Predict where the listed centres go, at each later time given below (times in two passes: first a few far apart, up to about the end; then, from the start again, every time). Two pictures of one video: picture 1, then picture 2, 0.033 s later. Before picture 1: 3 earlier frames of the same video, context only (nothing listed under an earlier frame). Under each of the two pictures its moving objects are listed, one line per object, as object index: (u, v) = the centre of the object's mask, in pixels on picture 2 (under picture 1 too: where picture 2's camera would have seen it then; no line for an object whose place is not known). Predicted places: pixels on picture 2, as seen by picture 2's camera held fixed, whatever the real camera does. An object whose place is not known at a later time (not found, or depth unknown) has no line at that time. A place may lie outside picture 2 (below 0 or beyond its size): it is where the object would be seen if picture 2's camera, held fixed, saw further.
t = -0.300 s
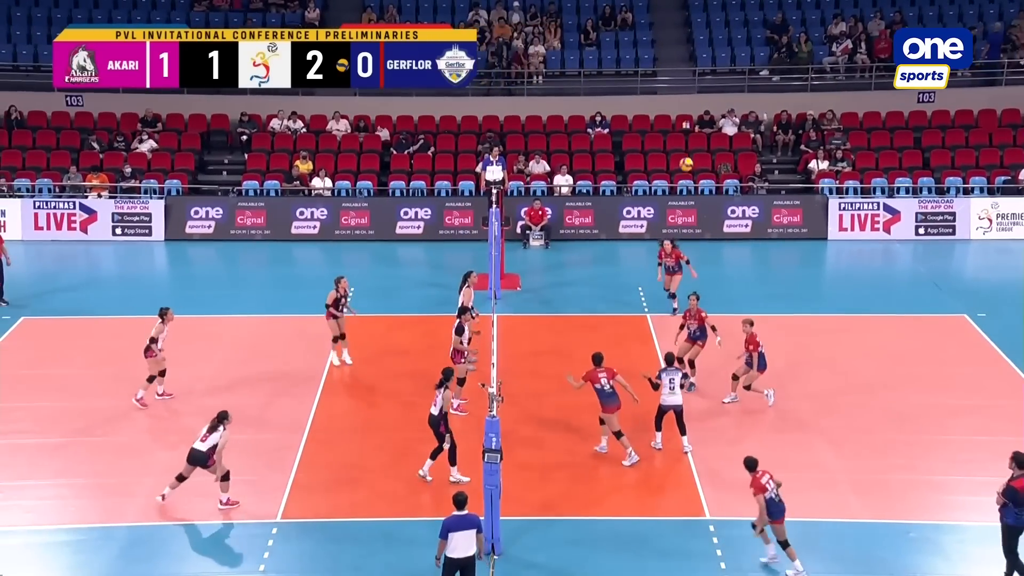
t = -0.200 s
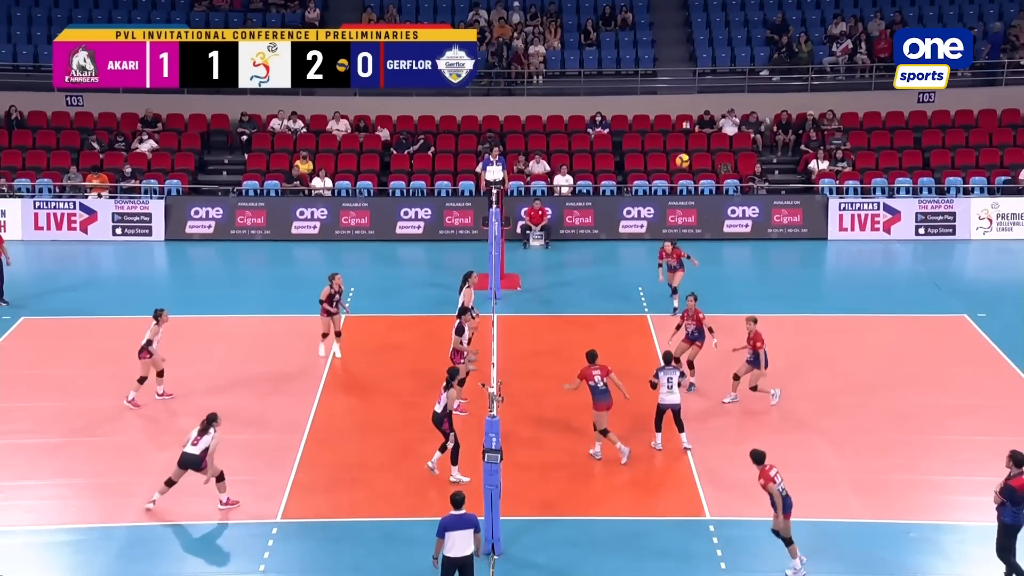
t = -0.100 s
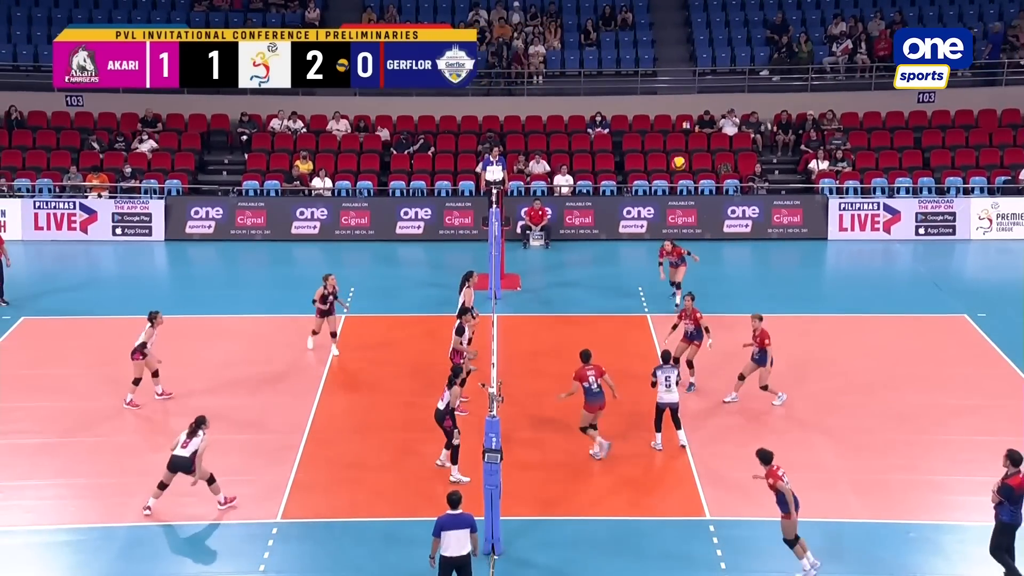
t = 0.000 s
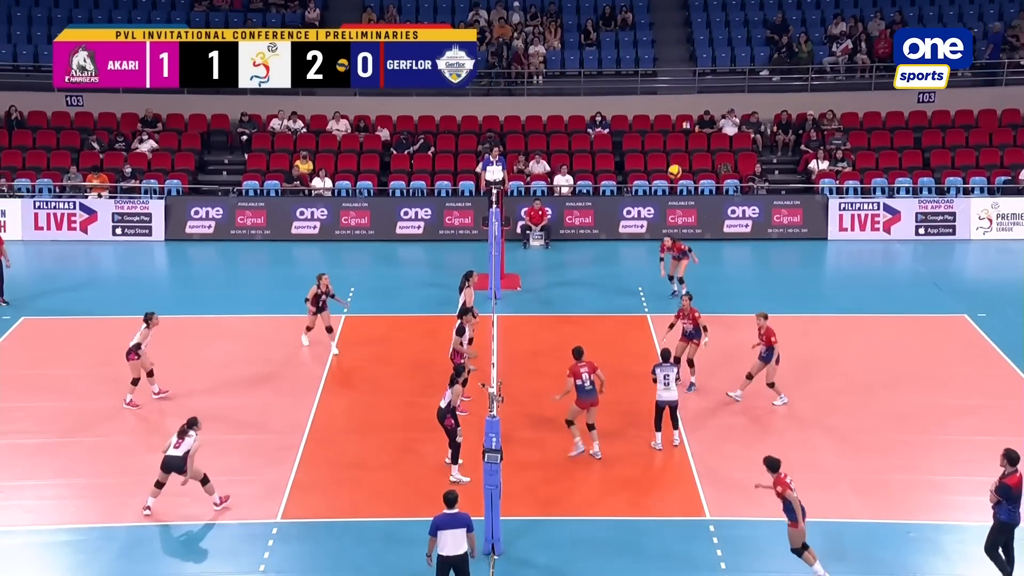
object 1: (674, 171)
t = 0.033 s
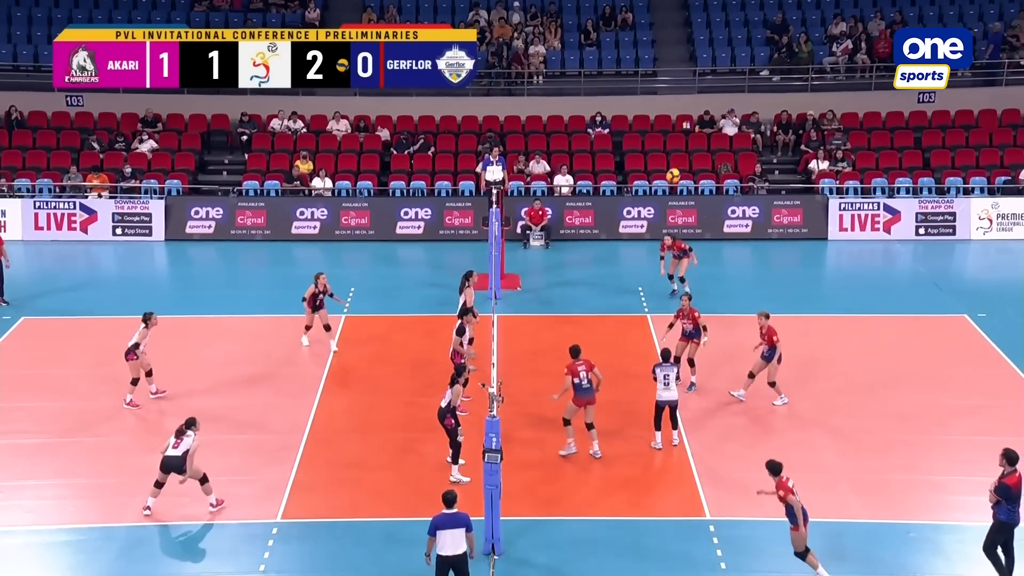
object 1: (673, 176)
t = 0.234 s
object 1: (664, 214)
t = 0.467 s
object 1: (652, 288)
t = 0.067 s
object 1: (672, 180)
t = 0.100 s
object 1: (671, 186)
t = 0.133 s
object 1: (669, 191)
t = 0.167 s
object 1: (667, 199)
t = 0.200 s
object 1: (666, 206)
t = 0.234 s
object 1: (664, 214)
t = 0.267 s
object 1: (662, 222)
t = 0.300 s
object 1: (660, 232)
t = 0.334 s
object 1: (658, 241)
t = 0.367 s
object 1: (657, 252)
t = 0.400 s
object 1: (656, 263)
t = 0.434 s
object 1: (654, 275)
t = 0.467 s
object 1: (652, 288)
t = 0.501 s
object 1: (649, 300)
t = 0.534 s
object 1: (648, 313)
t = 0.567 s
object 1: (646, 328)
